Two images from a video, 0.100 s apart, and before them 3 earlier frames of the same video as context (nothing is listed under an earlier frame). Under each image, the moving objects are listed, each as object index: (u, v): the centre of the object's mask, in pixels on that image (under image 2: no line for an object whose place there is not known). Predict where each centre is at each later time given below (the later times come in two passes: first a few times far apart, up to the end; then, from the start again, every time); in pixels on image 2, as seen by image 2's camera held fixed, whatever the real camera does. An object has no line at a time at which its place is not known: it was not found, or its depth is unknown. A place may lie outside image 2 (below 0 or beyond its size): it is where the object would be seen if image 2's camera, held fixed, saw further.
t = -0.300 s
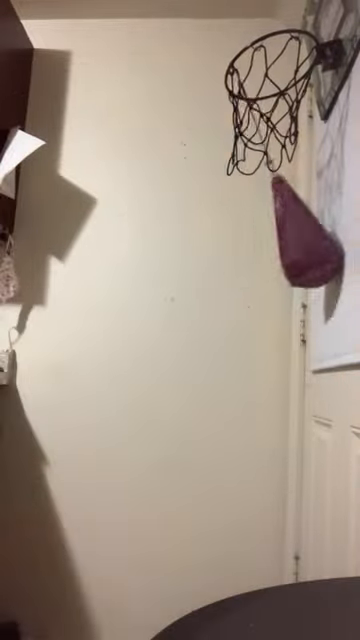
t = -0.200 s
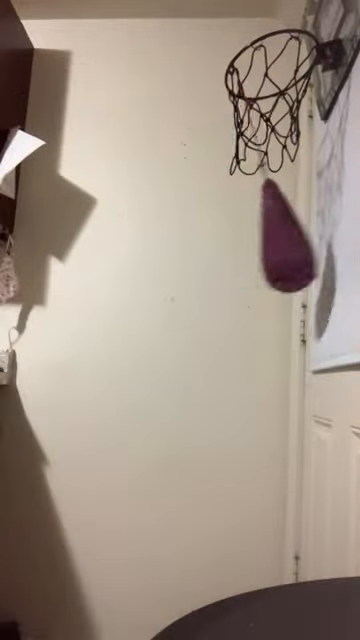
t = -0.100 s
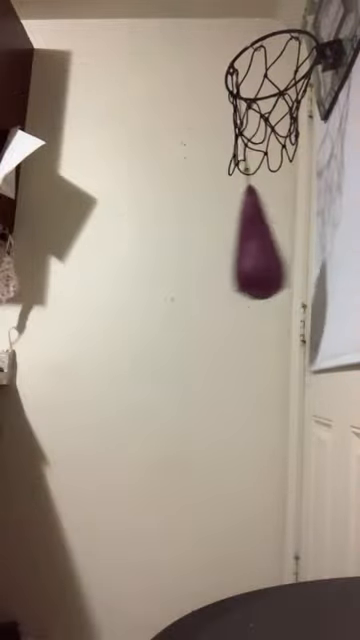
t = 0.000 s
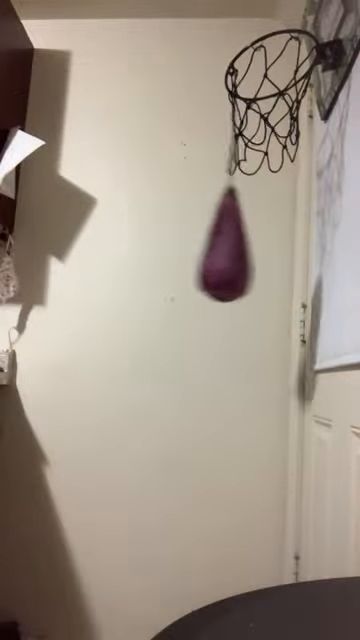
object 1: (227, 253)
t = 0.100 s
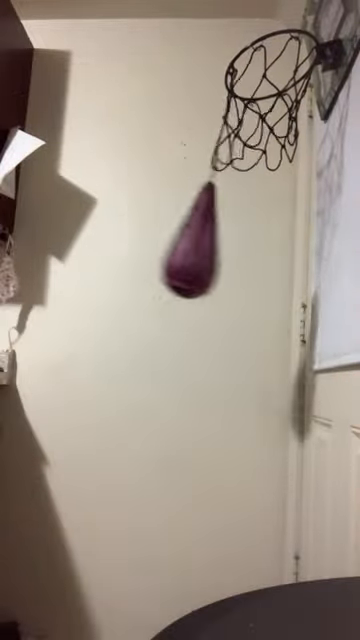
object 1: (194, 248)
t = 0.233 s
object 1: (160, 233)
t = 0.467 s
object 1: (151, 210)
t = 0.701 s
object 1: (226, 227)
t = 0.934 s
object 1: (291, 241)
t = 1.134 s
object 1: (285, 244)
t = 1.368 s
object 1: (237, 252)
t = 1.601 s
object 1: (178, 240)
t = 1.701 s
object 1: (162, 228)
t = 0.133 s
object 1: (184, 246)
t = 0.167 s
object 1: (175, 243)
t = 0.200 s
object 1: (167, 238)
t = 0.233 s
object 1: (160, 233)
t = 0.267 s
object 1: (154, 228)
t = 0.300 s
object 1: (150, 223)
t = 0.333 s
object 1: (147, 219)
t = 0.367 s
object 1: (146, 216)
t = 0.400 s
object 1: (146, 213)
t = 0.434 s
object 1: (148, 211)
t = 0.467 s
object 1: (151, 210)
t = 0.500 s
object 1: (157, 211)
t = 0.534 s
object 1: (166, 212)
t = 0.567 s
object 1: (175, 213)
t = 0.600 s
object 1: (186, 216)
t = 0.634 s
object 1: (199, 219)
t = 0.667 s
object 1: (212, 223)
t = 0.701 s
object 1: (226, 227)
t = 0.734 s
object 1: (239, 231)
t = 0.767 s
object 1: (251, 233)
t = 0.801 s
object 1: (262, 236)
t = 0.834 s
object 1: (272, 238)
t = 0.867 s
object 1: (280, 239)
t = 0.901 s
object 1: (286, 240)
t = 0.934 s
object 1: (291, 241)
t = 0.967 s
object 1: (293, 242)
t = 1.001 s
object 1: (294, 242)
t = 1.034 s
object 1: (294, 242)
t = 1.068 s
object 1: (293, 242)
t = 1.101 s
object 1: (290, 242)
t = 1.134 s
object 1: (285, 244)
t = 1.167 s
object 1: (280, 244)
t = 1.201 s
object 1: (275, 246)
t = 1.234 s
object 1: (268, 248)
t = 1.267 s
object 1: (261, 250)
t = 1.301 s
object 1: (254, 251)
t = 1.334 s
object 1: (246, 252)
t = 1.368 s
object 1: (237, 252)
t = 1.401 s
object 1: (228, 252)
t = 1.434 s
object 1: (219, 252)
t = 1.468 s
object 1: (210, 251)
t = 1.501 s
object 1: (202, 249)
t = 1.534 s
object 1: (193, 247)
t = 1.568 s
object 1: (185, 244)
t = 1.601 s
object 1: (178, 240)
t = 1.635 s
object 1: (171, 236)
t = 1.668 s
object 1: (166, 232)
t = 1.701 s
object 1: (162, 228)
